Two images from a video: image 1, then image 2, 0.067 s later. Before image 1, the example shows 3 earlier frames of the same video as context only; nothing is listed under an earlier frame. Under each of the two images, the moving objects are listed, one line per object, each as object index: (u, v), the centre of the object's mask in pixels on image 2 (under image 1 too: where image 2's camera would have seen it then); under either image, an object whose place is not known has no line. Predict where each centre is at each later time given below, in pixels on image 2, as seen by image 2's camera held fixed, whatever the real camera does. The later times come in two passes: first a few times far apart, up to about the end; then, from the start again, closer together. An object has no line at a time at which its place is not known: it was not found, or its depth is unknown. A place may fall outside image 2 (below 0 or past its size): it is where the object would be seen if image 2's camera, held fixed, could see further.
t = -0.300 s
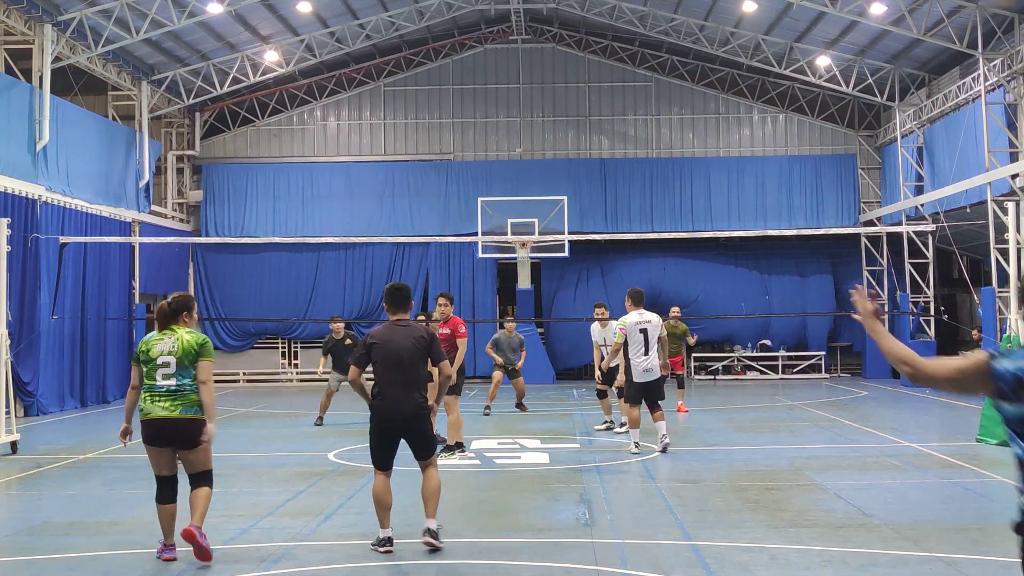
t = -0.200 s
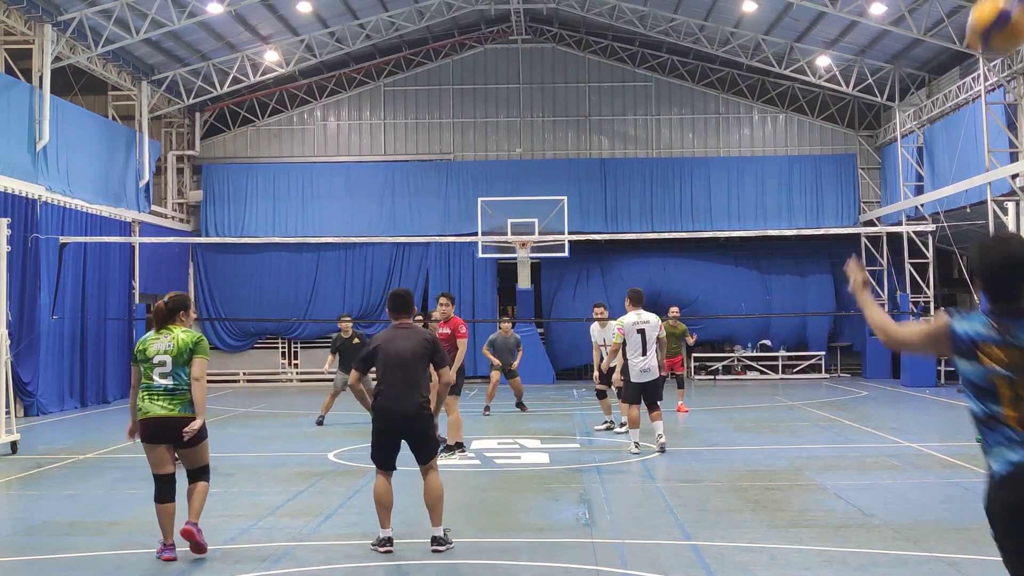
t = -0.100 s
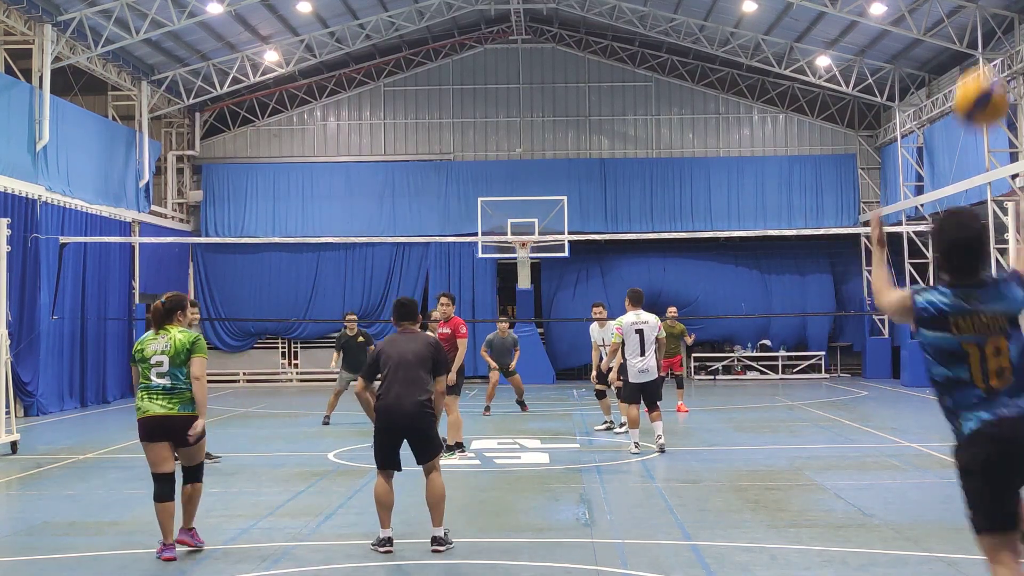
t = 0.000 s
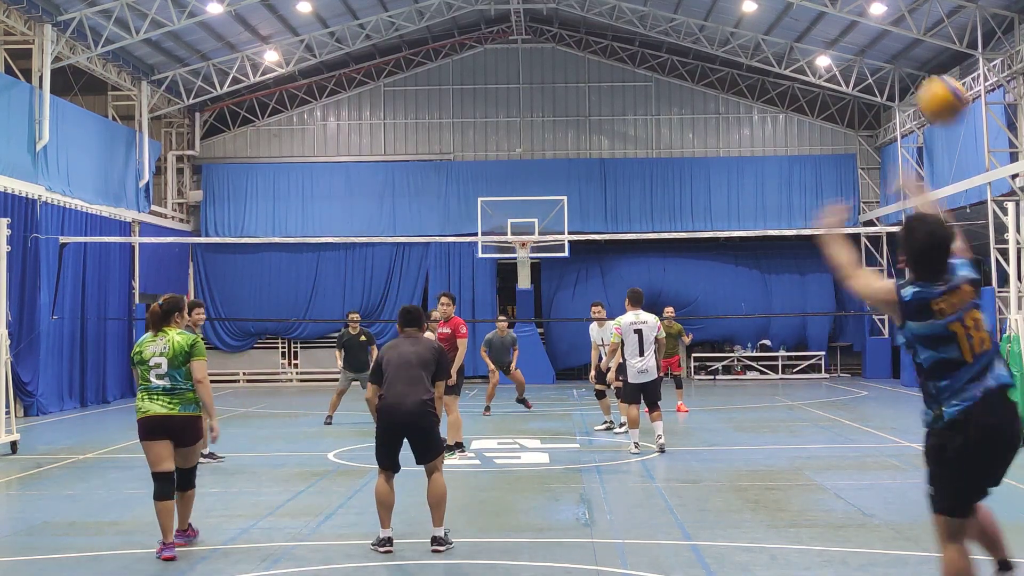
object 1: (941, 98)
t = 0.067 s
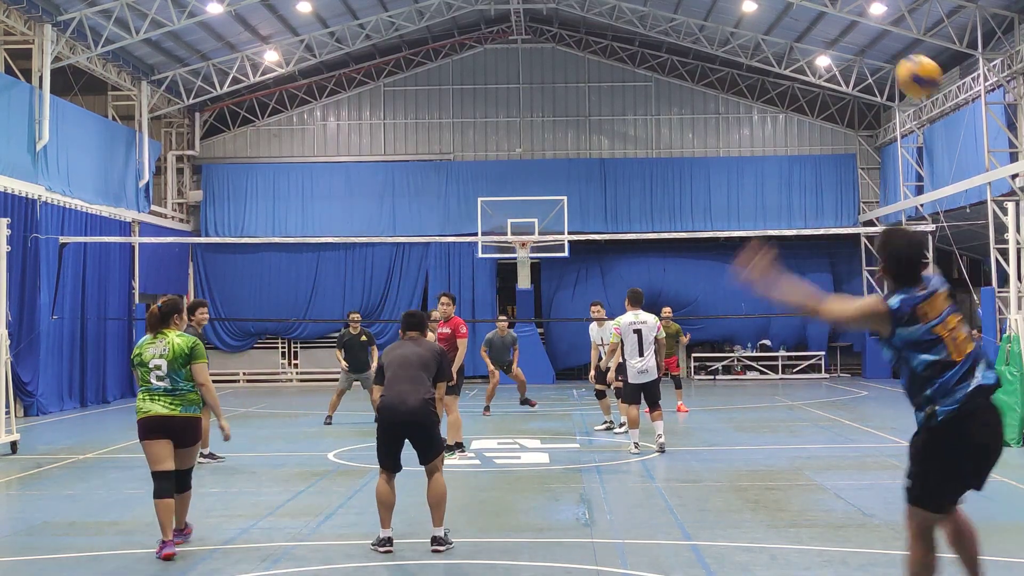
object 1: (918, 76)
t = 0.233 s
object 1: (880, 64)
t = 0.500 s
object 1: (851, 118)
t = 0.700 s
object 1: (843, 184)
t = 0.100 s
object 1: (908, 69)
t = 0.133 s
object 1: (899, 65)
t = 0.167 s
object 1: (892, 63)
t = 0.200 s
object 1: (885, 63)
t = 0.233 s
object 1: (880, 64)
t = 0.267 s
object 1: (875, 67)
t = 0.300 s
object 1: (871, 71)
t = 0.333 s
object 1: (867, 78)
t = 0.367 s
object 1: (863, 84)
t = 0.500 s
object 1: (851, 118)
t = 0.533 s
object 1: (849, 127)
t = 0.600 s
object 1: (846, 149)
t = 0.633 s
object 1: (845, 160)
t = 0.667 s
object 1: (843, 172)
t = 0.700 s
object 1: (843, 184)
